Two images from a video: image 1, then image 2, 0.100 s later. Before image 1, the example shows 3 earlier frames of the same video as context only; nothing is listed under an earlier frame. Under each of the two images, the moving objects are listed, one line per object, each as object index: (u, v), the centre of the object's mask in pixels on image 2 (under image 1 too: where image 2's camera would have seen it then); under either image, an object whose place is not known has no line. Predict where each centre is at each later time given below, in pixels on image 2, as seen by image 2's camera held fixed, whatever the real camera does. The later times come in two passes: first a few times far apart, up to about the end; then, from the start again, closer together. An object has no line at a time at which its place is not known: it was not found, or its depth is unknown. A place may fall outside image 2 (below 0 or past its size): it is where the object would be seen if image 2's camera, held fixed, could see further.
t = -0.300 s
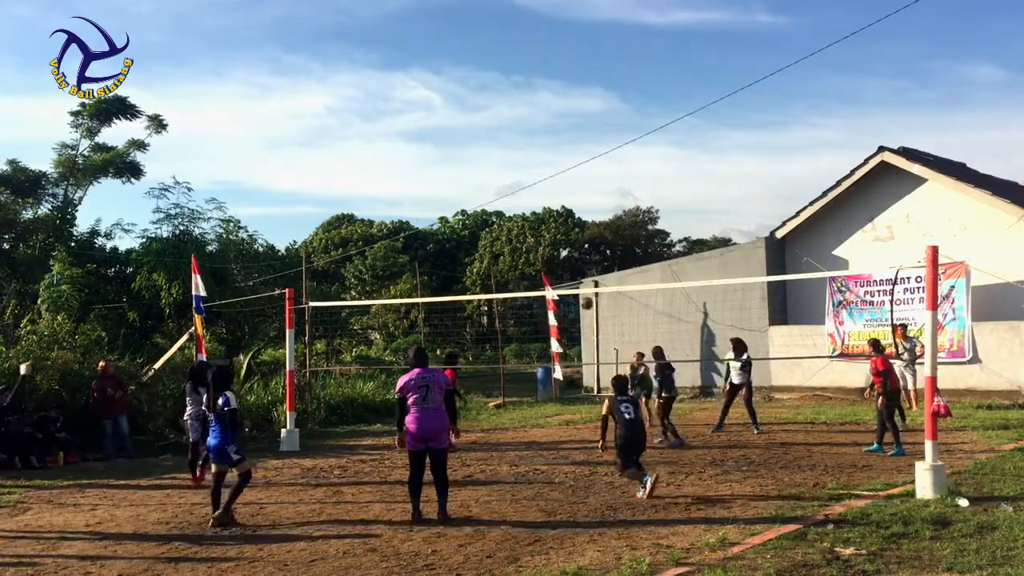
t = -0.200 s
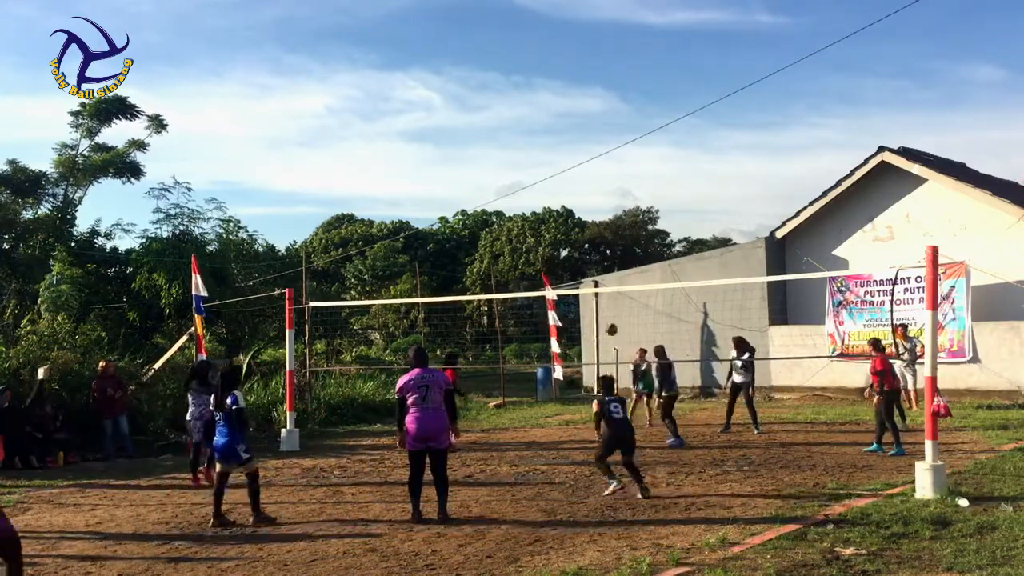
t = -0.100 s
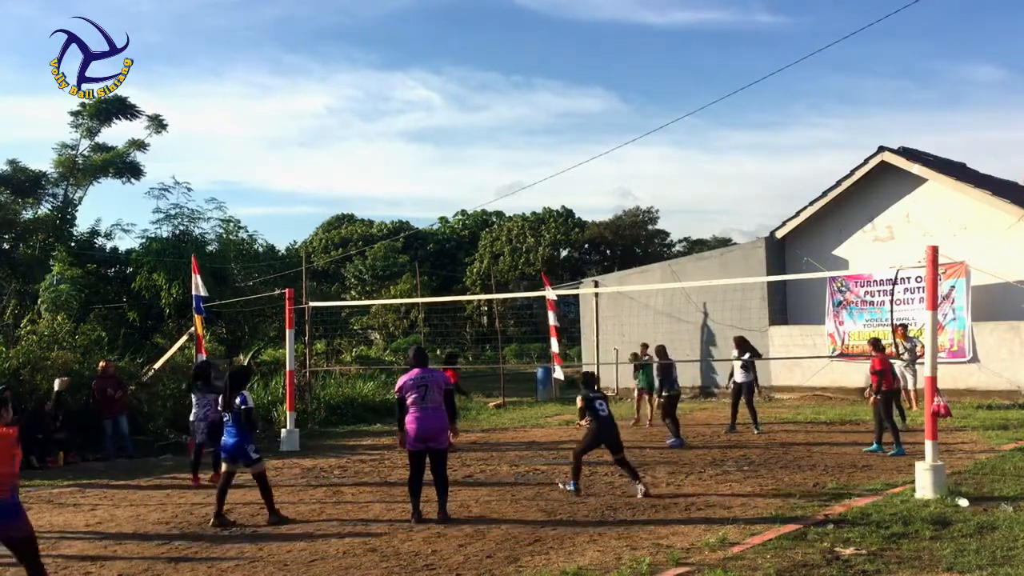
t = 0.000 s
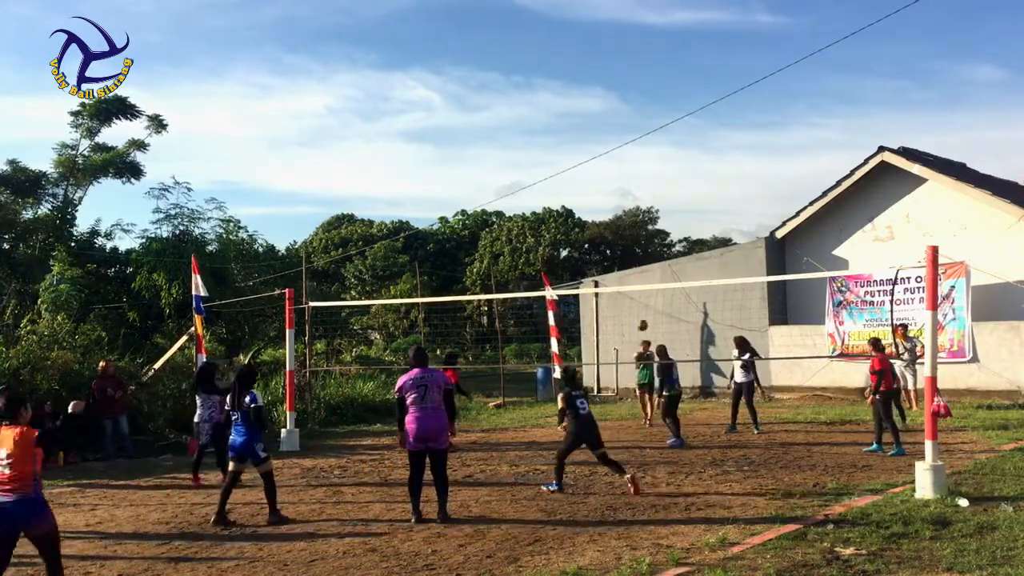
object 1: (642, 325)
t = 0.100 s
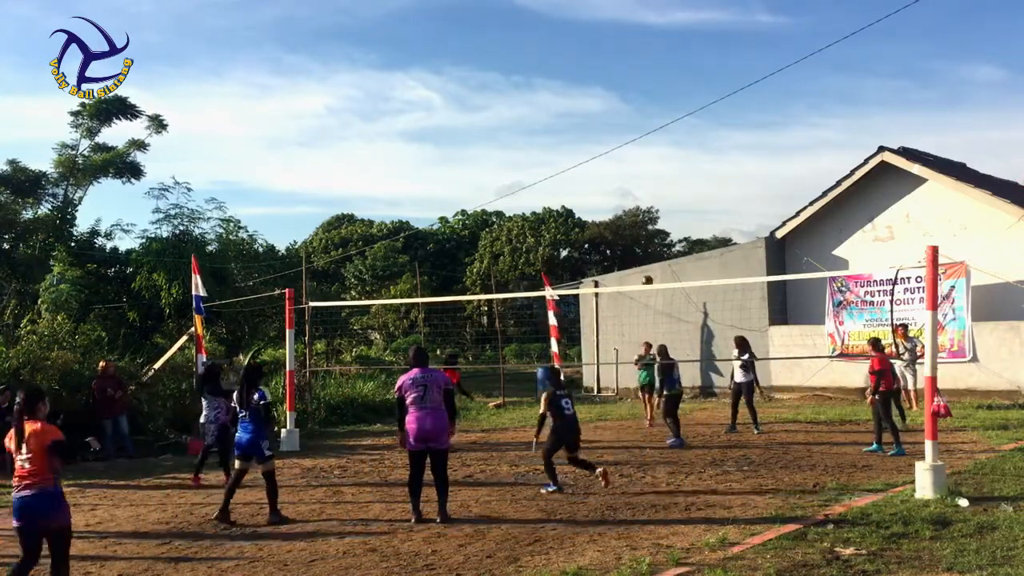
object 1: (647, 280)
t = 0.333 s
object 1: (662, 197)
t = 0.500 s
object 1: (675, 152)
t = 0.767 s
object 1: (699, 111)
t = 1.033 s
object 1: (728, 111)
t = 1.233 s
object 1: (754, 142)
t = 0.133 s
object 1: (649, 268)
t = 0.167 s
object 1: (647, 254)
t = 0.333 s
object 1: (662, 197)
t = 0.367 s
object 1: (664, 187)
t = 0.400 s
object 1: (667, 177)
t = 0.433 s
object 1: (669, 168)
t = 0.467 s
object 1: (672, 160)
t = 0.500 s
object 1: (675, 152)
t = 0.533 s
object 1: (678, 145)
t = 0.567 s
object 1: (681, 138)
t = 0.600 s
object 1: (683, 133)
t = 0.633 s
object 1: (686, 127)
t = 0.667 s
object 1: (690, 122)
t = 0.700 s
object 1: (692, 118)
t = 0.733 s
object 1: (696, 114)
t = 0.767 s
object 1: (699, 111)
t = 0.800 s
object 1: (702, 109)
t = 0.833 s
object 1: (707, 107)
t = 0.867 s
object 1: (709, 106)
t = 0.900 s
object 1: (713, 106)
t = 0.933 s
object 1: (717, 106)
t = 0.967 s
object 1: (720, 107)
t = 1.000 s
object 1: (724, 109)
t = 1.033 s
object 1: (728, 111)
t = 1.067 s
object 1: (732, 114)
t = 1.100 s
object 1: (736, 119)
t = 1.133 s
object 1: (741, 123)
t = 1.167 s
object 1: (745, 129)
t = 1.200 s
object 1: (749, 135)
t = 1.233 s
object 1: (754, 142)
